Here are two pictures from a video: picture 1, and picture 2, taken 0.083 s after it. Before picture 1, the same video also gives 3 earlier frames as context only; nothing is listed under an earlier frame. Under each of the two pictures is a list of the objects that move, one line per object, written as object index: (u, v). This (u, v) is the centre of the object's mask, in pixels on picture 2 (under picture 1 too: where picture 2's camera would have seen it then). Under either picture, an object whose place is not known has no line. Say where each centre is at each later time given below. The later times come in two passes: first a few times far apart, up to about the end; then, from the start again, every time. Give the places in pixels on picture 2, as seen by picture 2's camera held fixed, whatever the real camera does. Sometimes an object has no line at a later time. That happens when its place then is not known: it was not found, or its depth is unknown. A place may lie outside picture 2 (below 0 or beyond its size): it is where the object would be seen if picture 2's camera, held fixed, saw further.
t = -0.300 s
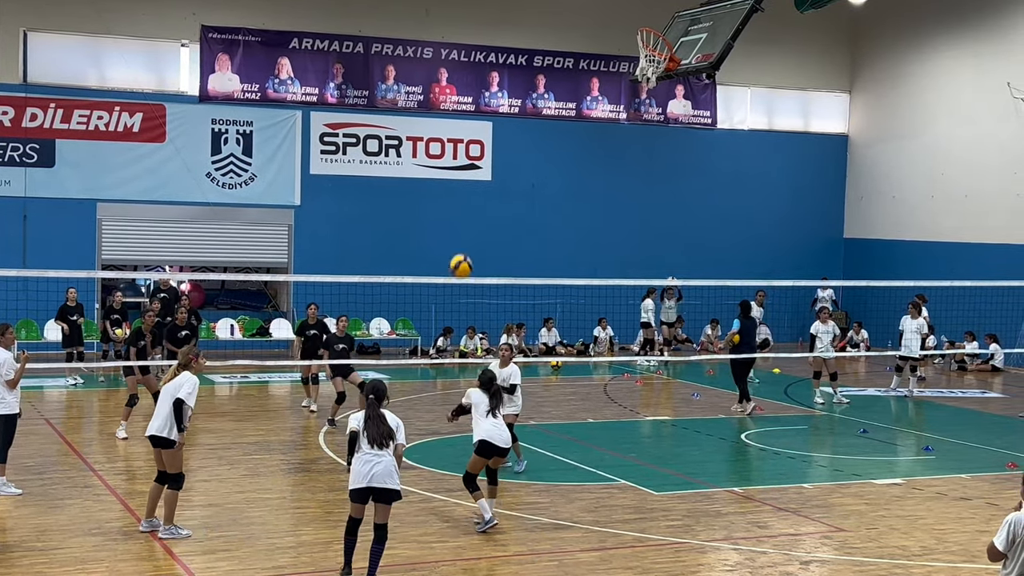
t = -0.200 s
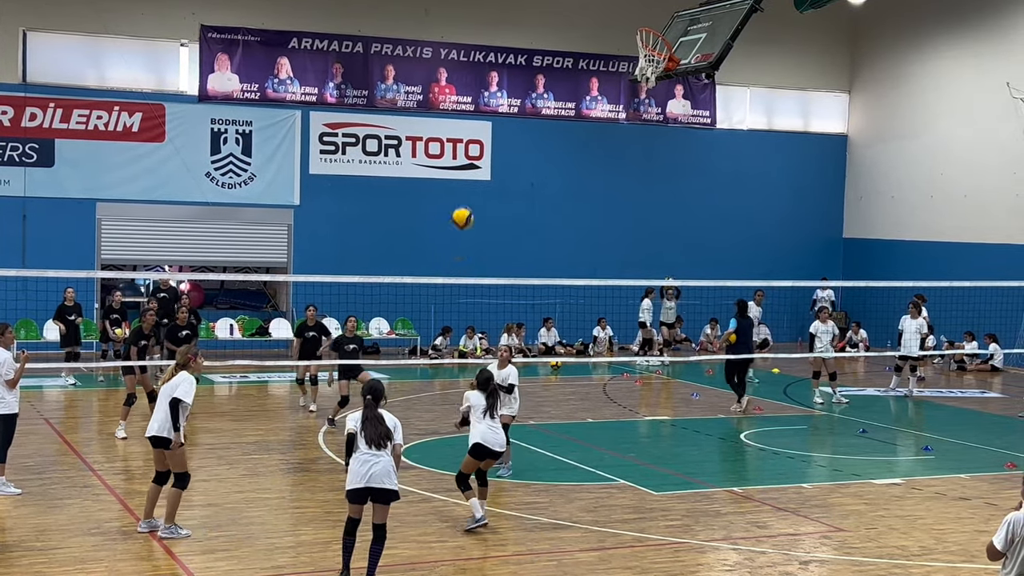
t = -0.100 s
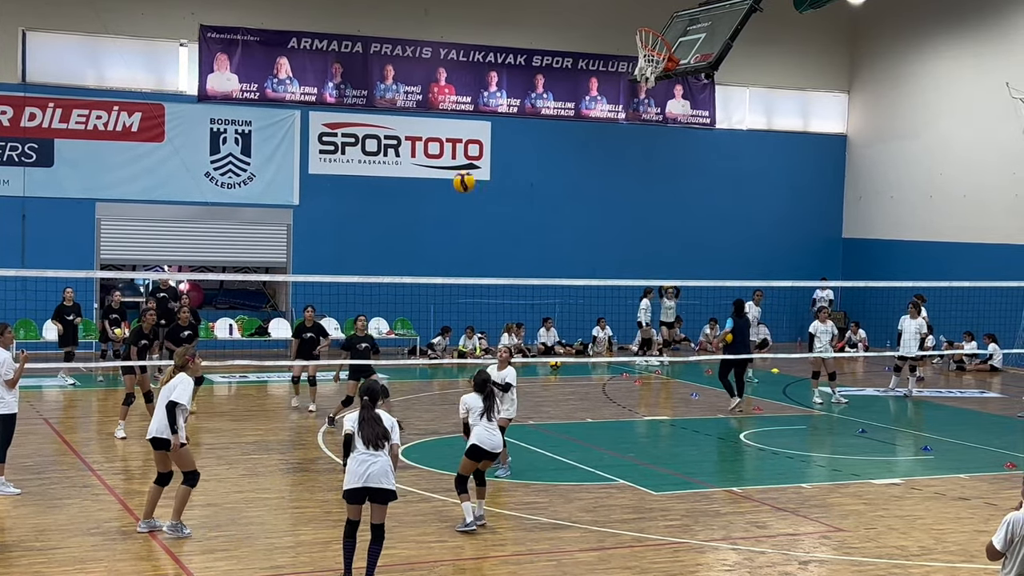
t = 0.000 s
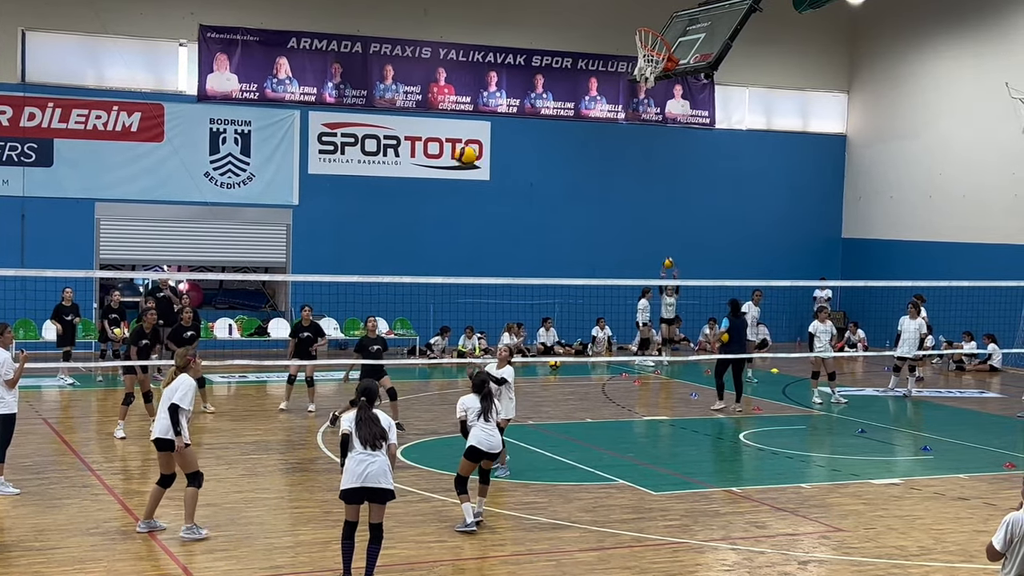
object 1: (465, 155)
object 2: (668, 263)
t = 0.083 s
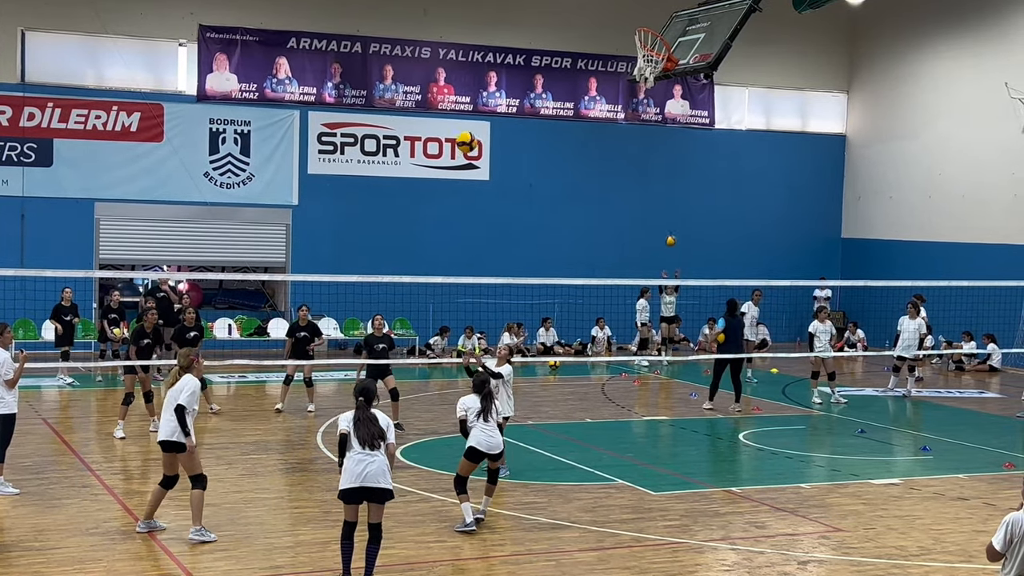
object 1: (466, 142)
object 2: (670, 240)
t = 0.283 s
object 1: (468, 137)
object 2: (677, 202)
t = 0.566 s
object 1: (470, 194)
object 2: (685, 183)
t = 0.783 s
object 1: (468, 281)
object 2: (690, 197)
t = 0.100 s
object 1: (467, 140)
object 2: (671, 236)
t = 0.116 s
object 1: (467, 138)
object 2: (671, 233)
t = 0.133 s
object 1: (467, 137)
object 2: (672, 229)
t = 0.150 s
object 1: (467, 136)
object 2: (672, 226)
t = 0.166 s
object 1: (467, 135)
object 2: (673, 222)
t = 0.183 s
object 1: (468, 135)
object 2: (674, 219)
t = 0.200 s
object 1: (468, 134)
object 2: (674, 216)
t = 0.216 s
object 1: (468, 135)
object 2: (675, 213)
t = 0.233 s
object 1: (468, 135)
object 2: (675, 210)
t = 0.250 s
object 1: (468, 135)
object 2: (676, 207)
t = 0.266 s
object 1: (469, 136)
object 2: (676, 204)
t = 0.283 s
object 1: (468, 137)
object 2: (677, 202)
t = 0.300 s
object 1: (469, 138)
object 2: (677, 200)
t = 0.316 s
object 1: (469, 140)
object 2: (678, 197)
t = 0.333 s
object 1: (469, 142)
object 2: (678, 196)
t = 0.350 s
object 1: (469, 144)
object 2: (679, 194)
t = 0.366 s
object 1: (470, 147)
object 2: (679, 193)
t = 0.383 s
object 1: (471, 149)
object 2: (680, 191)
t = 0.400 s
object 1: (470, 151)
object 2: (680, 189)
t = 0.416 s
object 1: (470, 155)
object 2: (681, 188)
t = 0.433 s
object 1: (470, 158)
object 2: (681, 187)
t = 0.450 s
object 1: (470, 162)
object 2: (682, 185)
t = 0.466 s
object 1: (470, 166)
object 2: (682, 184)
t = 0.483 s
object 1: (470, 170)
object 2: (683, 184)
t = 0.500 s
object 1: (470, 173)
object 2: (683, 184)
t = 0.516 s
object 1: (470, 178)
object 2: (684, 184)
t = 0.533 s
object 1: (470, 184)
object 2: (684, 183)
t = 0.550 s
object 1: (470, 188)
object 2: (685, 183)
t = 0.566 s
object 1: (470, 194)
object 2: (685, 183)
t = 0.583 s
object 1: (470, 199)
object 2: (685, 183)
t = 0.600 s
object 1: (469, 205)
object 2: (686, 183)
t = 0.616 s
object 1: (469, 211)
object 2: (686, 184)
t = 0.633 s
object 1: (469, 217)
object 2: (687, 184)
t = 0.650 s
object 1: (469, 222)
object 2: (687, 185)
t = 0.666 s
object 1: (469, 229)
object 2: (687, 186)
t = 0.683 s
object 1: (469, 236)
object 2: (688, 187)
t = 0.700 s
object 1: (469, 243)
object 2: (688, 188)
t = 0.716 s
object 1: (469, 250)
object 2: (689, 190)
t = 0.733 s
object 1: (469, 257)
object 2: (689, 191)
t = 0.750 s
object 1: (469, 265)
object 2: (689, 193)
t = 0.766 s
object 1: (469, 272)
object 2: (690, 195)
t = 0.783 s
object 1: (468, 281)
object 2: (690, 197)
